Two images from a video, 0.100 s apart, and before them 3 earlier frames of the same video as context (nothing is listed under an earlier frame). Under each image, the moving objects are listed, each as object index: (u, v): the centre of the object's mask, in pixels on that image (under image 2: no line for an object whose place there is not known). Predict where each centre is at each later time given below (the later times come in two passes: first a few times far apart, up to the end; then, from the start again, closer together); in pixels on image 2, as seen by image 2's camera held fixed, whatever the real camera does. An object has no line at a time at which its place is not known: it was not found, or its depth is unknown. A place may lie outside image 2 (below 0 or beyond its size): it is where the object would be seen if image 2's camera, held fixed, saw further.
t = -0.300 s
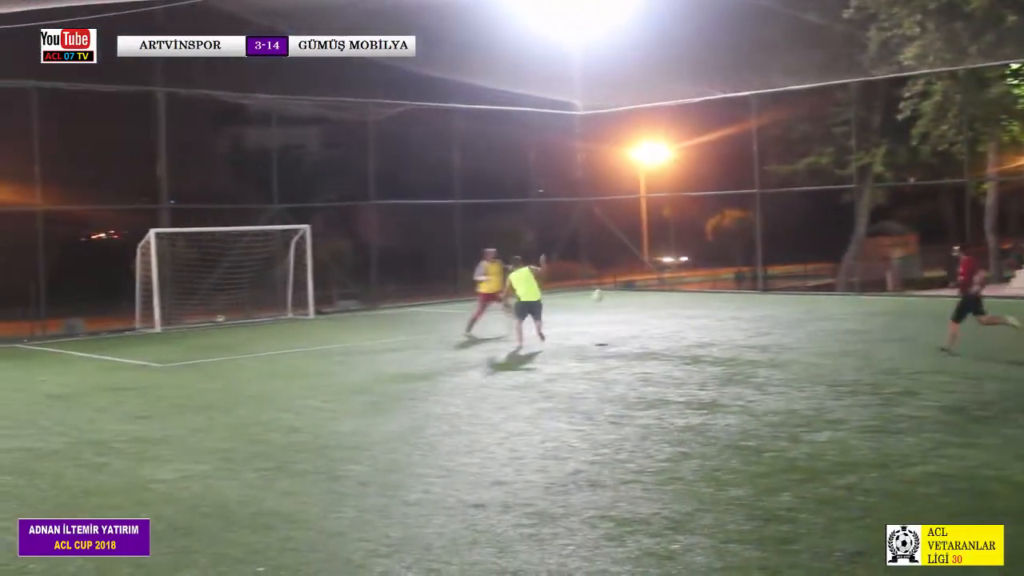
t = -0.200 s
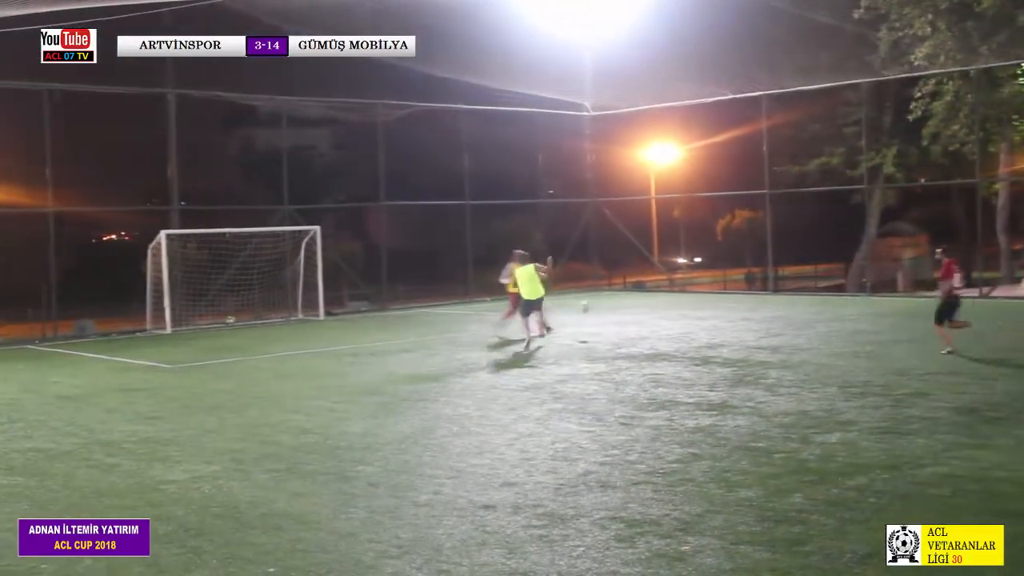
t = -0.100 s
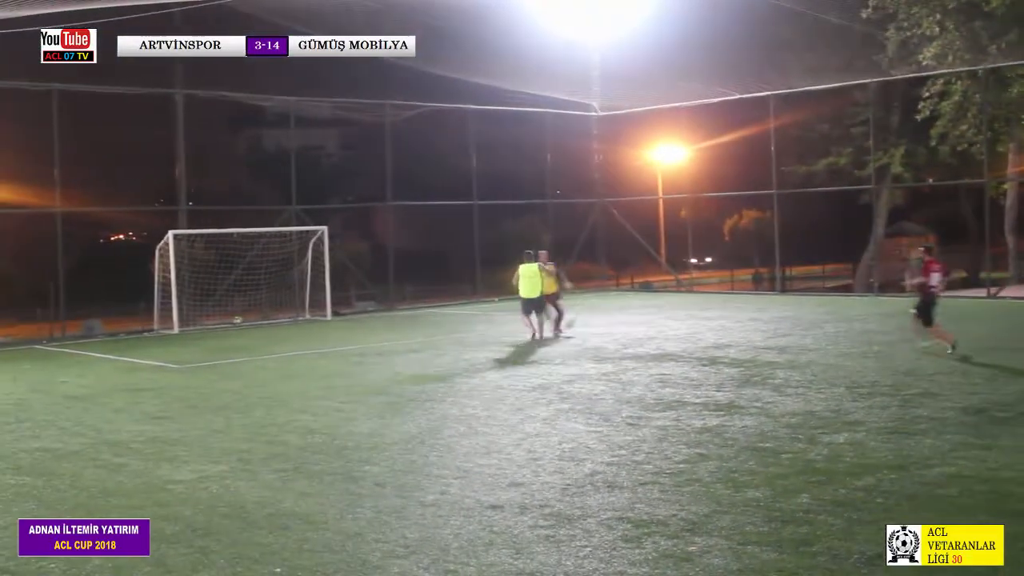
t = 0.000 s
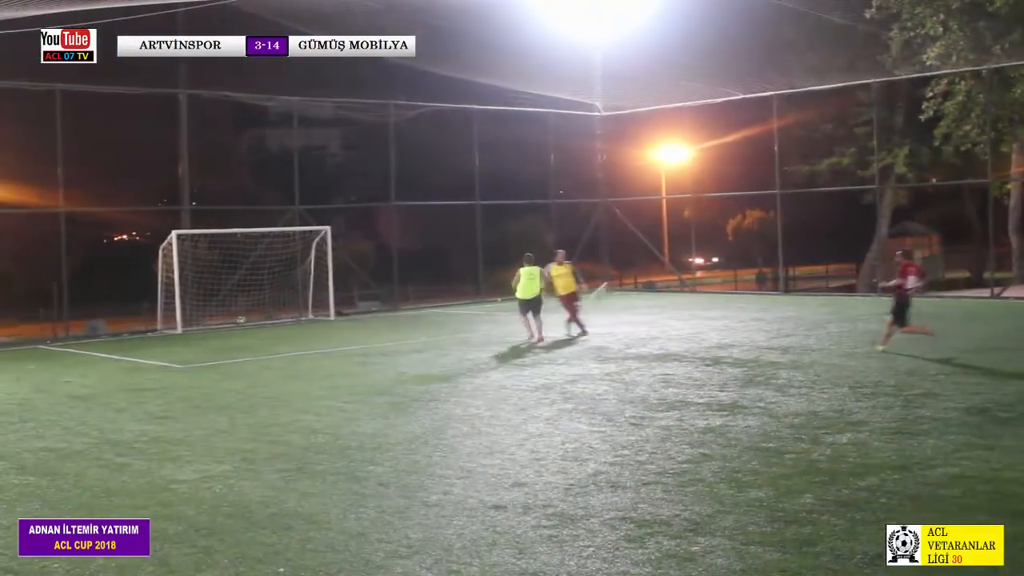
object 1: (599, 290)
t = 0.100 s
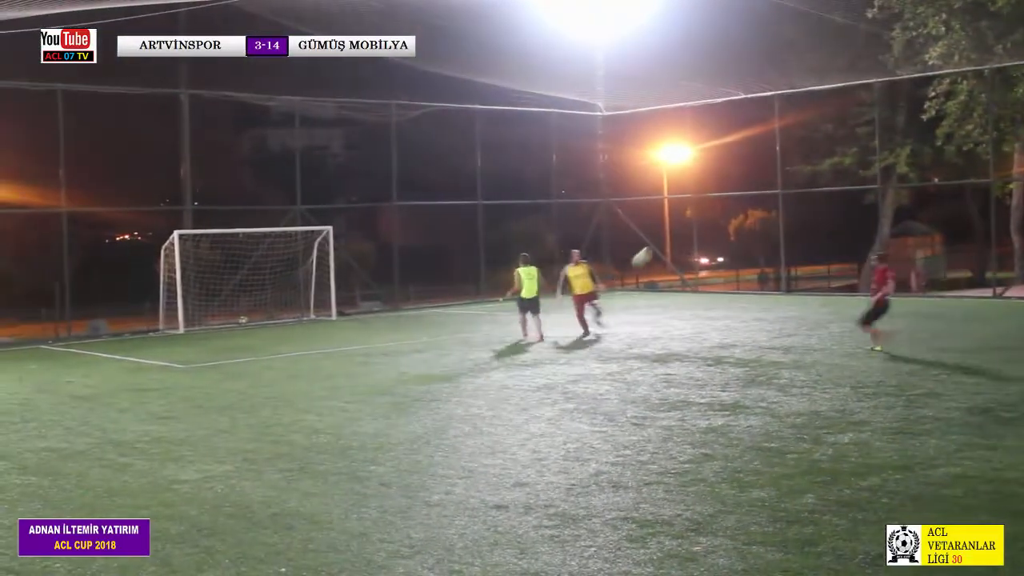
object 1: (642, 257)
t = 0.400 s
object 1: (778, 163)
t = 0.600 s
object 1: (885, 116)
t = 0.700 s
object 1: (946, 98)
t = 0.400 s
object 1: (778, 163)
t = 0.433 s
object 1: (794, 155)
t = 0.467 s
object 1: (812, 146)
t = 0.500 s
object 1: (829, 138)
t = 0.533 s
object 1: (847, 130)
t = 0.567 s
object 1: (866, 123)
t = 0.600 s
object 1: (885, 116)
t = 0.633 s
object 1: (904, 110)
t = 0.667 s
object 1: (925, 105)
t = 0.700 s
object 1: (946, 98)
